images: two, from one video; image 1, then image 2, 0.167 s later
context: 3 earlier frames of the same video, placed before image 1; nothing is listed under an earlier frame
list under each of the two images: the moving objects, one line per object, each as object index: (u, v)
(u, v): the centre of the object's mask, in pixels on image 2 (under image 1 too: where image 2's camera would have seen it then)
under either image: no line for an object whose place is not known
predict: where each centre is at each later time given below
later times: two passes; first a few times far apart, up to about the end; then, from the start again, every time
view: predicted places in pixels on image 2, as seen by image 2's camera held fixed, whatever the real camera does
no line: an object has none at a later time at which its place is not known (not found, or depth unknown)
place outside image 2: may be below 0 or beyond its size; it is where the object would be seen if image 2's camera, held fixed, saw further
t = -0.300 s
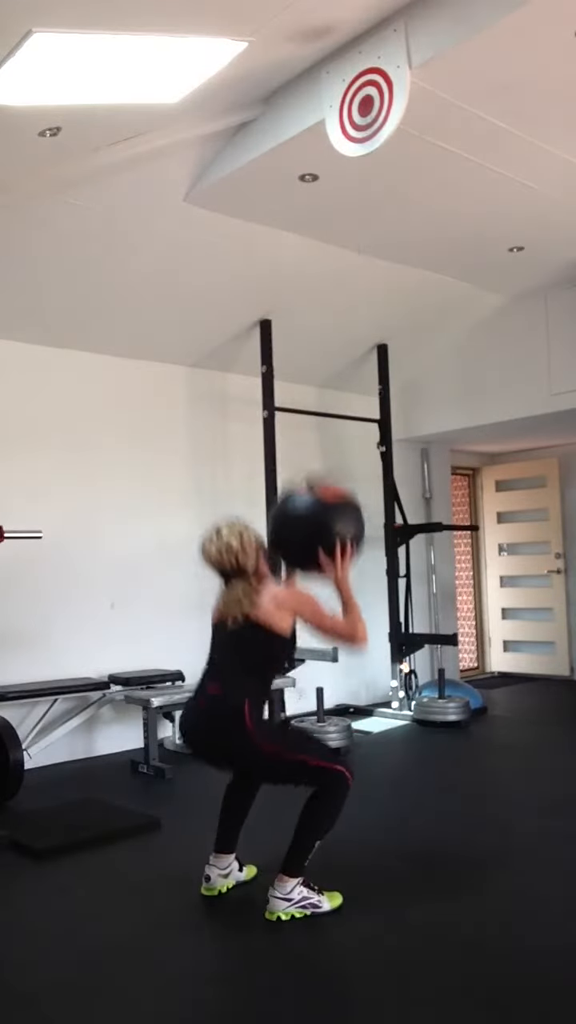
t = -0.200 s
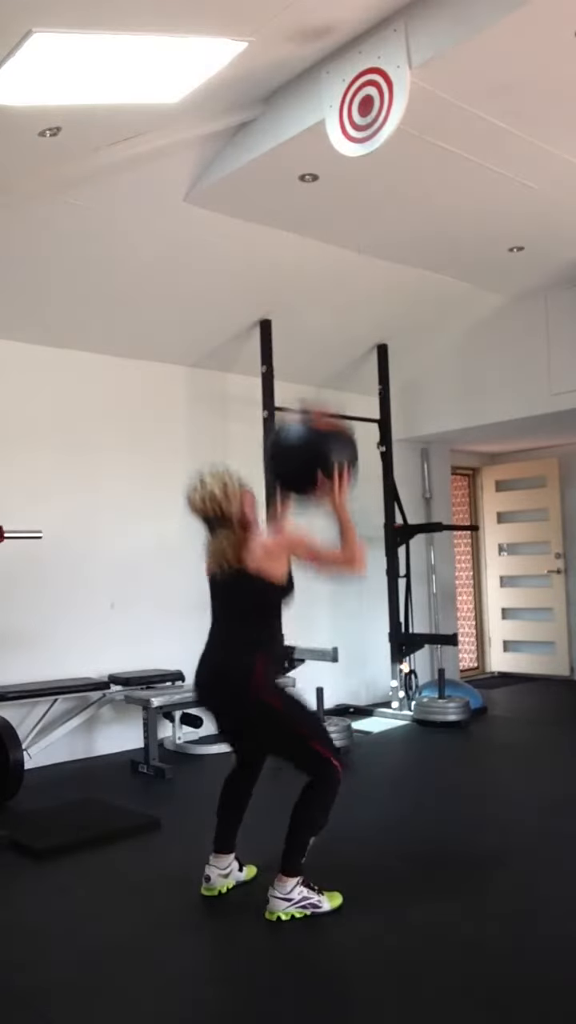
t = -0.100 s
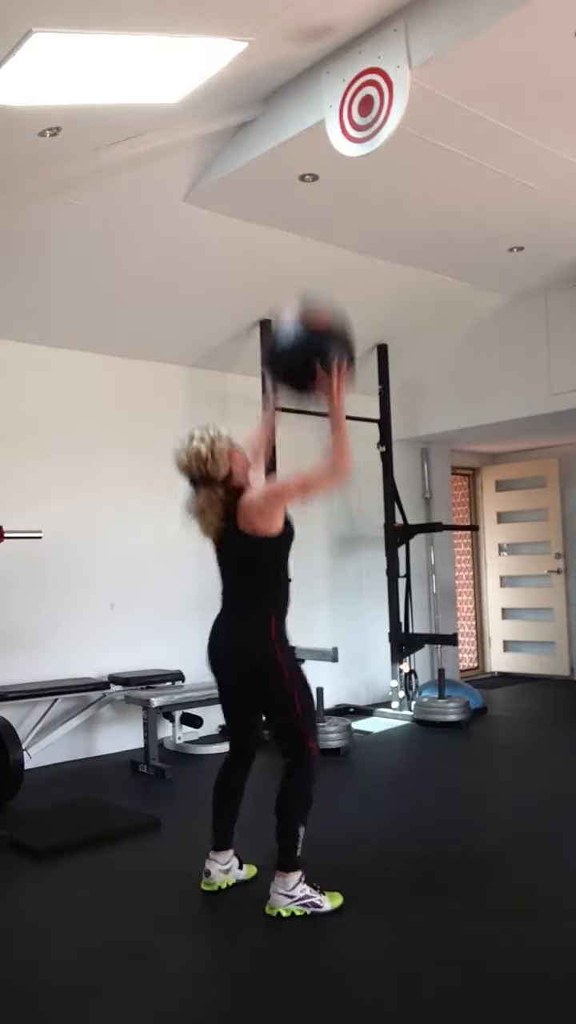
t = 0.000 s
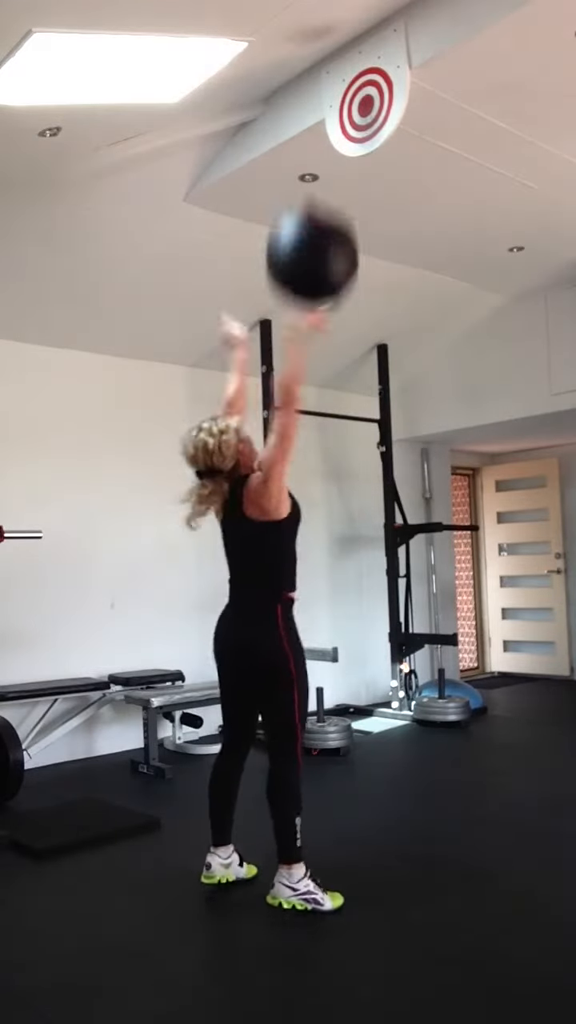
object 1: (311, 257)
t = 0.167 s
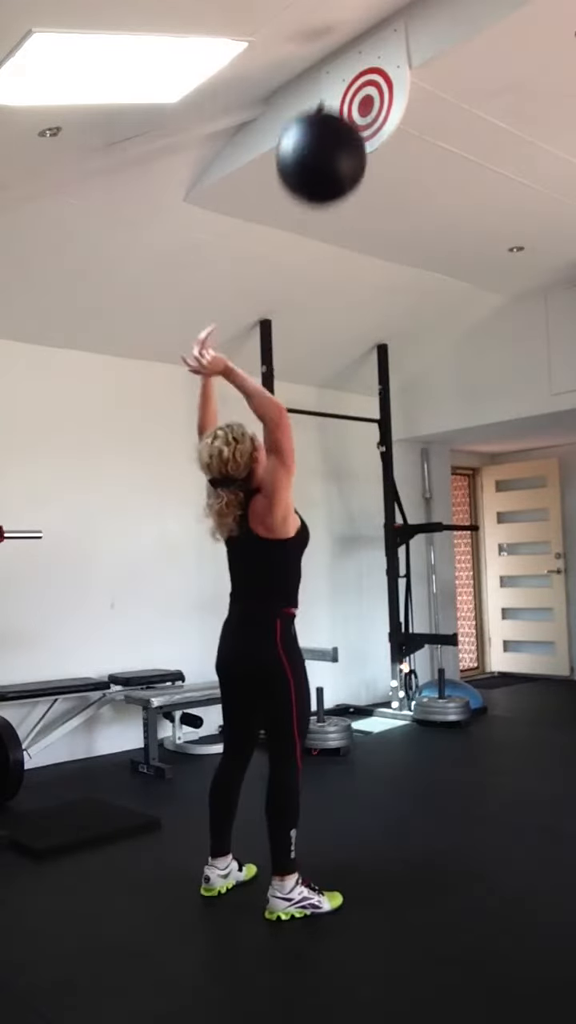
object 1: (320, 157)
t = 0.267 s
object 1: (327, 132)
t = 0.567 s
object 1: (327, 175)
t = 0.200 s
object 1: (322, 146)
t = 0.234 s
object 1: (325, 137)
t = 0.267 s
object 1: (327, 132)
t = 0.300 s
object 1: (329, 129)
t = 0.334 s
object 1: (331, 128)
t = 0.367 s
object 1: (333, 130)
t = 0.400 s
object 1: (333, 132)
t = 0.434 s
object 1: (332, 135)
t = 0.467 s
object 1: (331, 141)
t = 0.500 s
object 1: (329, 150)
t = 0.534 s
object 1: (328, 161)
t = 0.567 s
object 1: (327, 175)
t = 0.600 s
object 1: (326, 192)
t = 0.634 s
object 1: (325, 211)
